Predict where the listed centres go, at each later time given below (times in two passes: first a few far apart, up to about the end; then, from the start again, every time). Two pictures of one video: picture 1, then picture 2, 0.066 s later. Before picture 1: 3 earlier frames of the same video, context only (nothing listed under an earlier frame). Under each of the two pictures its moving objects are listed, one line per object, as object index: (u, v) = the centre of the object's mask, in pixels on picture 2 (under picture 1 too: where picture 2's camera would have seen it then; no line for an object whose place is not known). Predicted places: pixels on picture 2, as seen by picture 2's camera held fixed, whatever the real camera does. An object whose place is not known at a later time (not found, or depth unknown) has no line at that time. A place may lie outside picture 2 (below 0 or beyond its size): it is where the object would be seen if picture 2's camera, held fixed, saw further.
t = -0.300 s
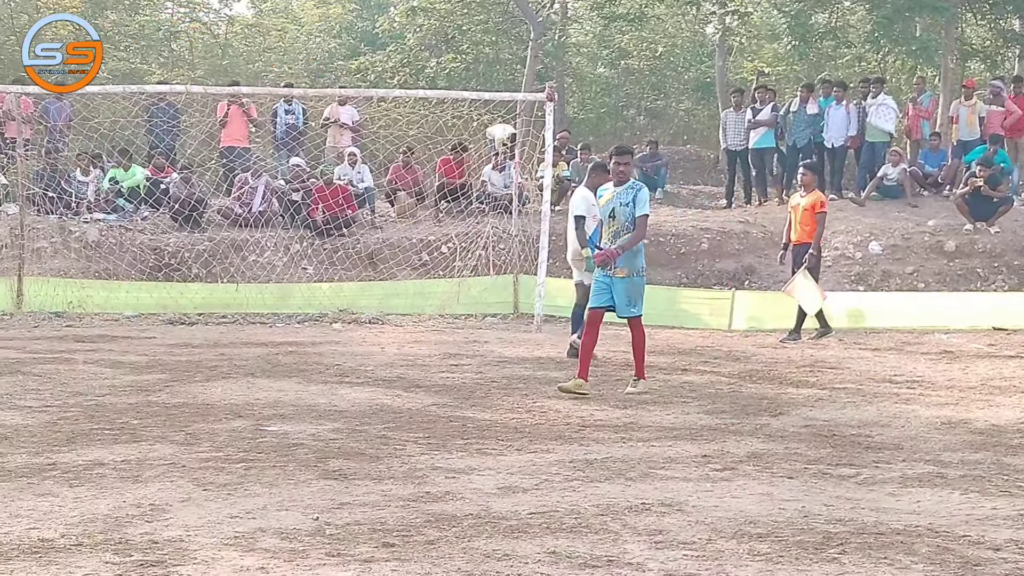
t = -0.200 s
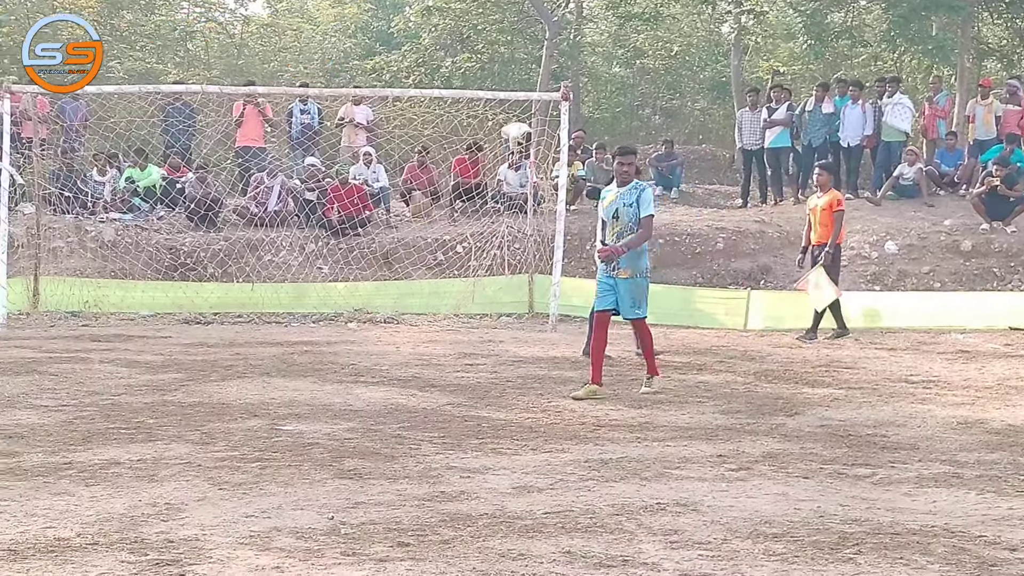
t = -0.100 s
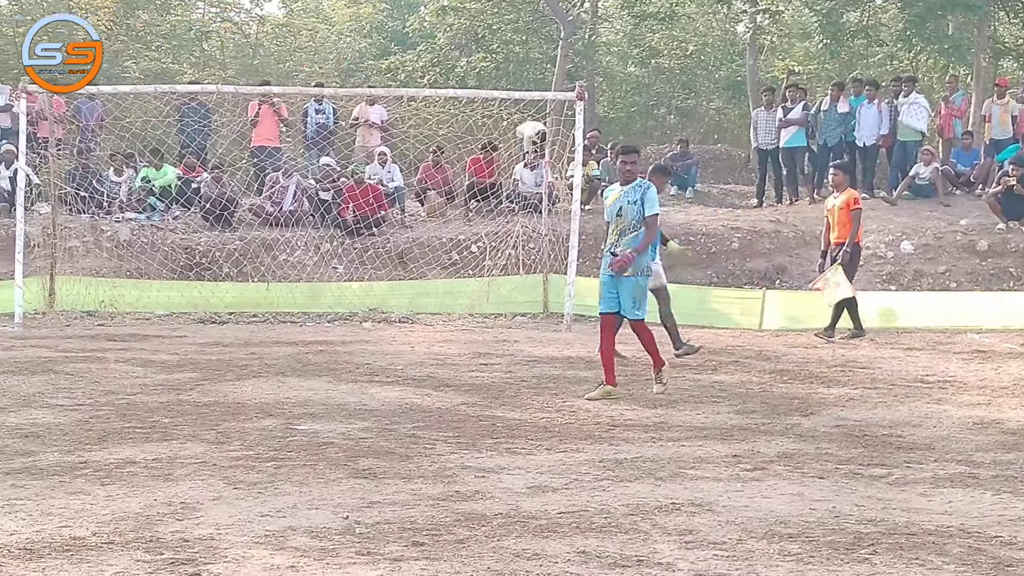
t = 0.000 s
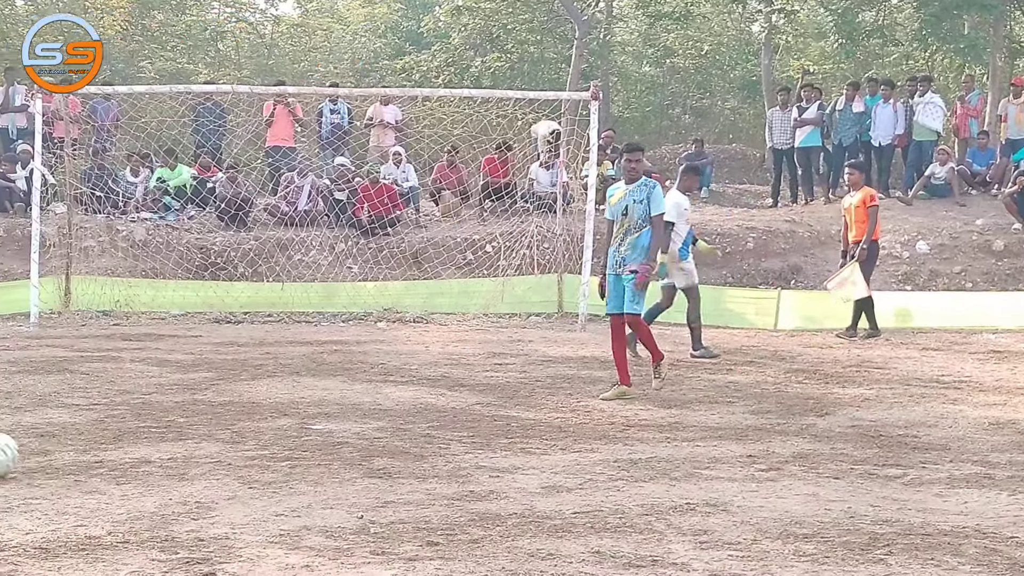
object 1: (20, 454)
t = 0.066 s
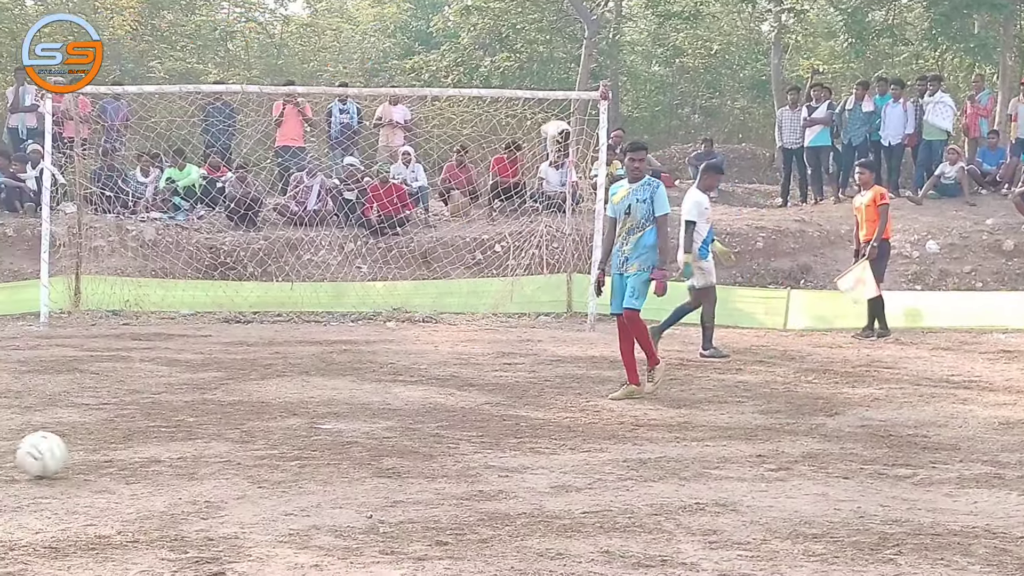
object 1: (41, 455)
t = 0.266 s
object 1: (153, 463)
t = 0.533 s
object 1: (303, 470)
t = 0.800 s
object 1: (455, 481)
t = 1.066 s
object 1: (612, 491)
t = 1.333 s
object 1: (769, 501)
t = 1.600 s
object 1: (922, 507)
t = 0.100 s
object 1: (59, 458)
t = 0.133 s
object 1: (79, 459)
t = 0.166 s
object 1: (97, 459)
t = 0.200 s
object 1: (116, 462)
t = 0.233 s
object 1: (135, 463)
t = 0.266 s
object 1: (153, 463)
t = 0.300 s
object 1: (172, 465)
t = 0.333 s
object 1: (190, 466)
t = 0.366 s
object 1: (209, 465)
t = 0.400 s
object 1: (230, 468)
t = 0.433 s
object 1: (248, 469)
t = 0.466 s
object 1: (266, 467)
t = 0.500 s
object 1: (285, 468)
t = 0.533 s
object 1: (303, 470)
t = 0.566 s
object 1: (322, 475)
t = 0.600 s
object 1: (341, 474)
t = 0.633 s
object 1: (360, 475)
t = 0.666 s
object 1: (380, 478)
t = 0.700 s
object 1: (399, 477)
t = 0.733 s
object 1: (418, 478)
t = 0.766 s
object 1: (437, 481)
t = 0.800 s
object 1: (455, 481)
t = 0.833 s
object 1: (474, 481)
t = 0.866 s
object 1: (495, 484)
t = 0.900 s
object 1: (515, 486)
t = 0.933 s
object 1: (533, 486)
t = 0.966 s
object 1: (554, 488)
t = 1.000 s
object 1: (573, 490)
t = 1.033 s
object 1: (592, 491)
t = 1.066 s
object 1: (612, 491)
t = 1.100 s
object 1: (632, 493)
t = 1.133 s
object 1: (652, 495)
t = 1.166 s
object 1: (672, 495)
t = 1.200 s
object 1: (692, 496)
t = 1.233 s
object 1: (712, 497)
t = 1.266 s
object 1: (731, 498)
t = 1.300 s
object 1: (751, 500)
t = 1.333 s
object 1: (769, 501)
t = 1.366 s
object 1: (789, 502)
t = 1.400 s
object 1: (810, 503)
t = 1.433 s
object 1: (829, 503)
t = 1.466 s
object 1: (850, 505)
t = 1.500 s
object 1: (870, 503)
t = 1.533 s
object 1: (889, 504)
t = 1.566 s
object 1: (908, 506)
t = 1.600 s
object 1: (922, 507)
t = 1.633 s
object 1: (932, 506)
